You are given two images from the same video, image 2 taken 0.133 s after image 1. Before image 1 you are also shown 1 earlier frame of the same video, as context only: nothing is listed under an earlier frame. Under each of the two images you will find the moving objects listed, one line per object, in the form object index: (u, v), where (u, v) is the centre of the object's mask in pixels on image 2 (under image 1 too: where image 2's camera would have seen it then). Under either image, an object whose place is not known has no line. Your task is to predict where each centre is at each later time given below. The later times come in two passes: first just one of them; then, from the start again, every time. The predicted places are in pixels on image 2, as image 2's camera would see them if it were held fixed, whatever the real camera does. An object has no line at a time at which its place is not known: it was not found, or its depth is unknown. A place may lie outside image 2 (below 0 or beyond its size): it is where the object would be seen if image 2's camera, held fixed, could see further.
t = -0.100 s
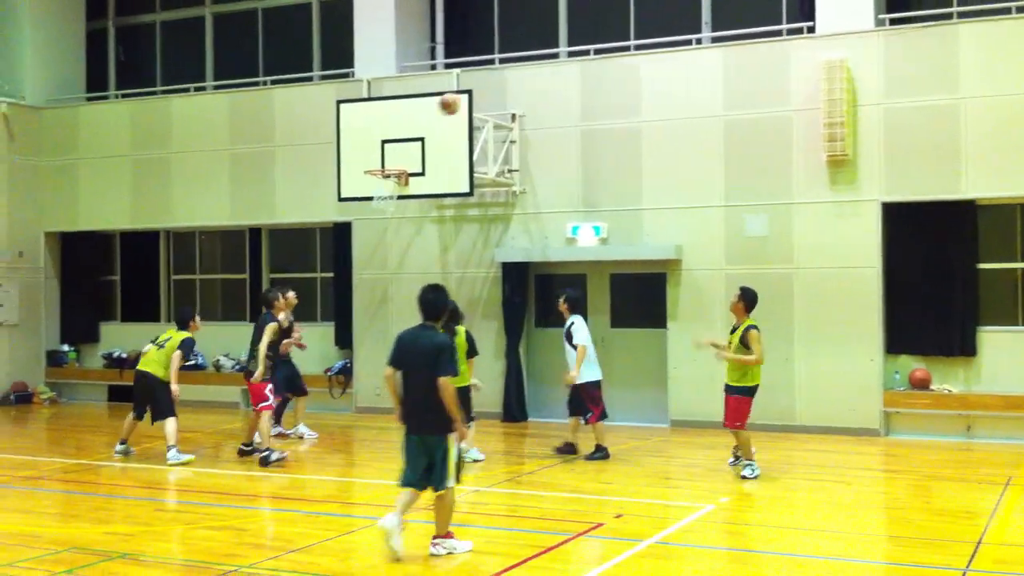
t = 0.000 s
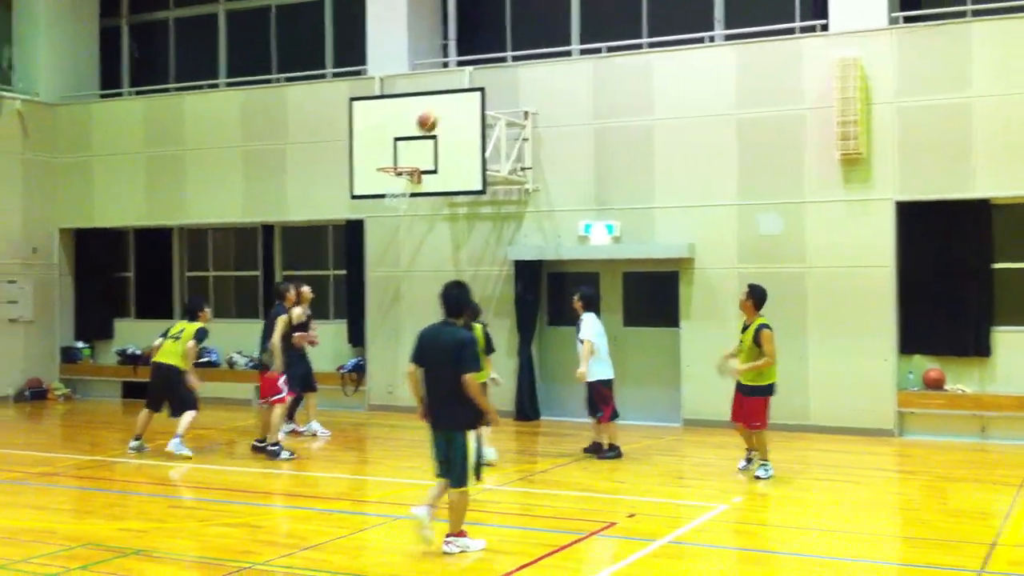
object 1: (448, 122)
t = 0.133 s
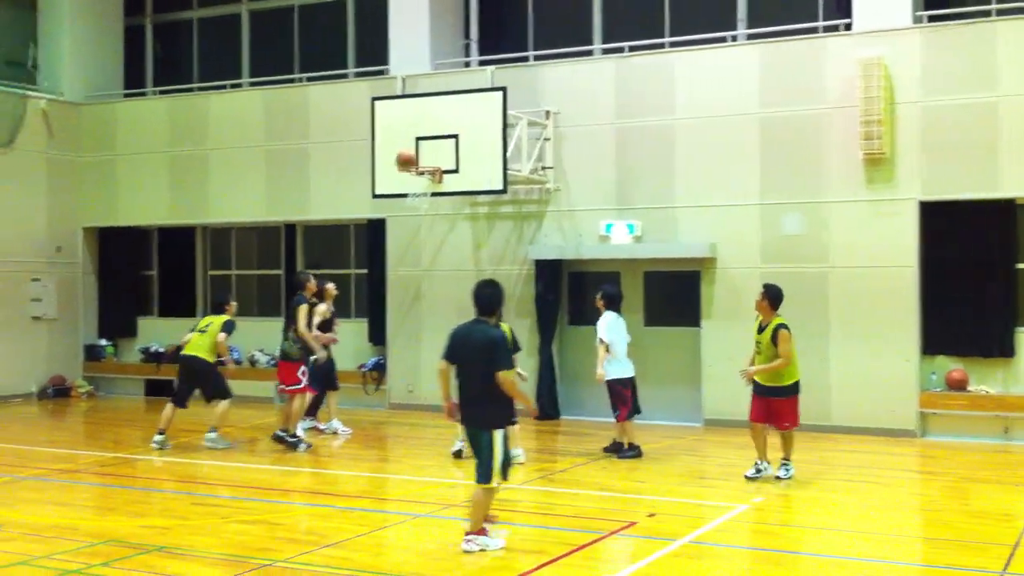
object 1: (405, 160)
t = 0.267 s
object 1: (418, 129)
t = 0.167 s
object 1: (408, 152)
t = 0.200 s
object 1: (411, 144)
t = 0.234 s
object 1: (414, 137)
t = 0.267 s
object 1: (418, 129)
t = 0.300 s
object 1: (422, 123)
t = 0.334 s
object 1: (425, 118)
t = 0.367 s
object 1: (429, 114)
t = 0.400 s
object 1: (432, 111)
